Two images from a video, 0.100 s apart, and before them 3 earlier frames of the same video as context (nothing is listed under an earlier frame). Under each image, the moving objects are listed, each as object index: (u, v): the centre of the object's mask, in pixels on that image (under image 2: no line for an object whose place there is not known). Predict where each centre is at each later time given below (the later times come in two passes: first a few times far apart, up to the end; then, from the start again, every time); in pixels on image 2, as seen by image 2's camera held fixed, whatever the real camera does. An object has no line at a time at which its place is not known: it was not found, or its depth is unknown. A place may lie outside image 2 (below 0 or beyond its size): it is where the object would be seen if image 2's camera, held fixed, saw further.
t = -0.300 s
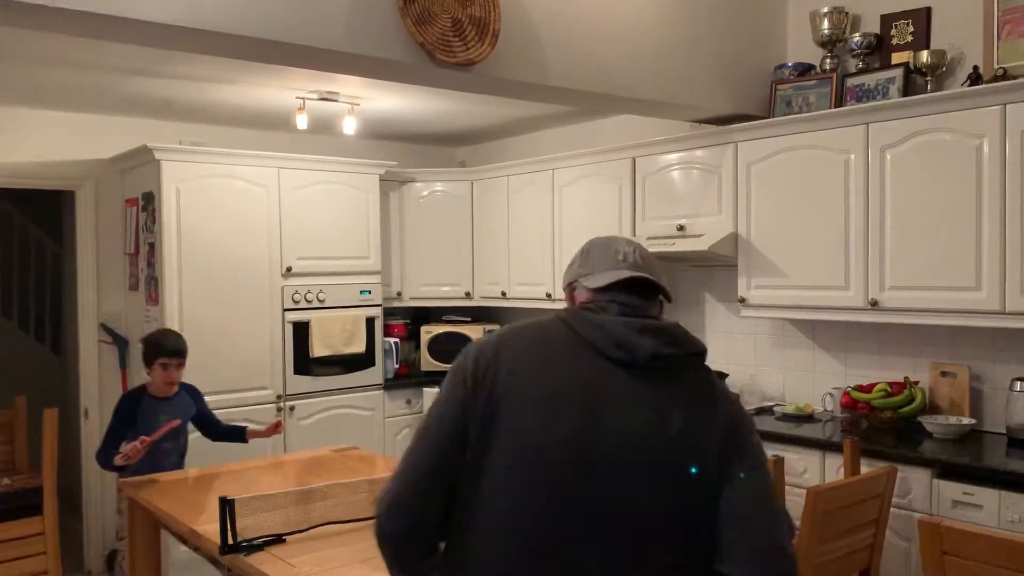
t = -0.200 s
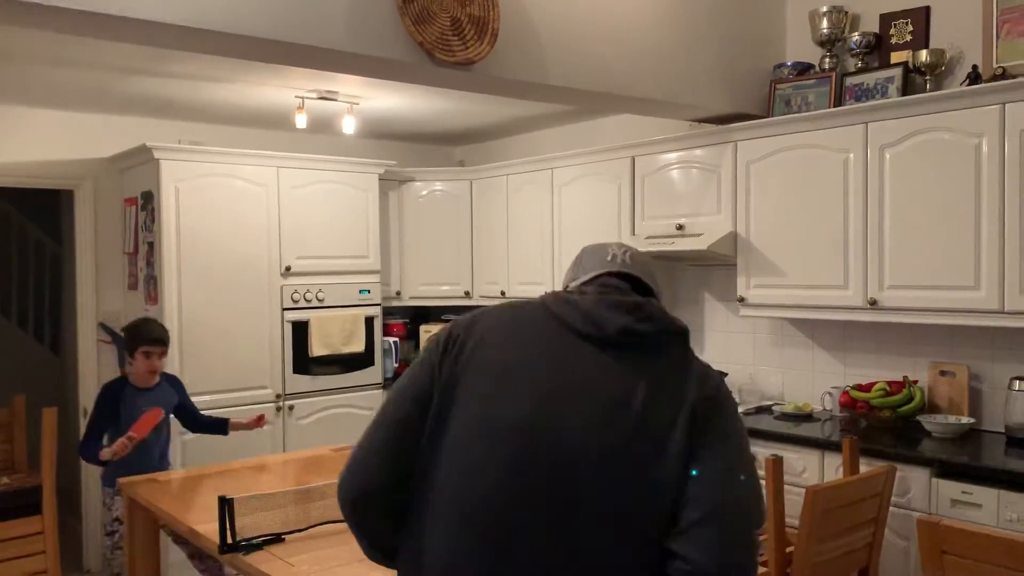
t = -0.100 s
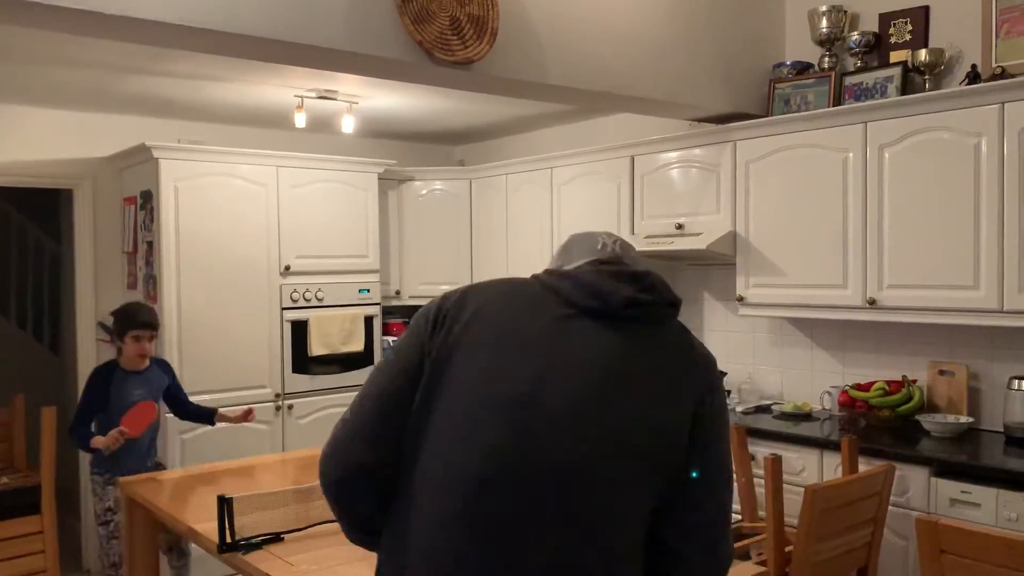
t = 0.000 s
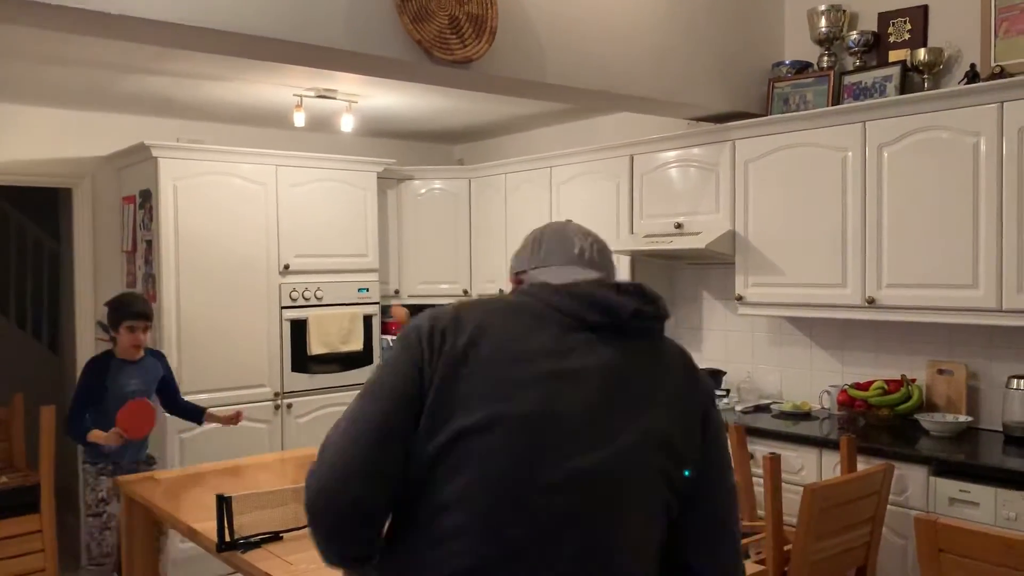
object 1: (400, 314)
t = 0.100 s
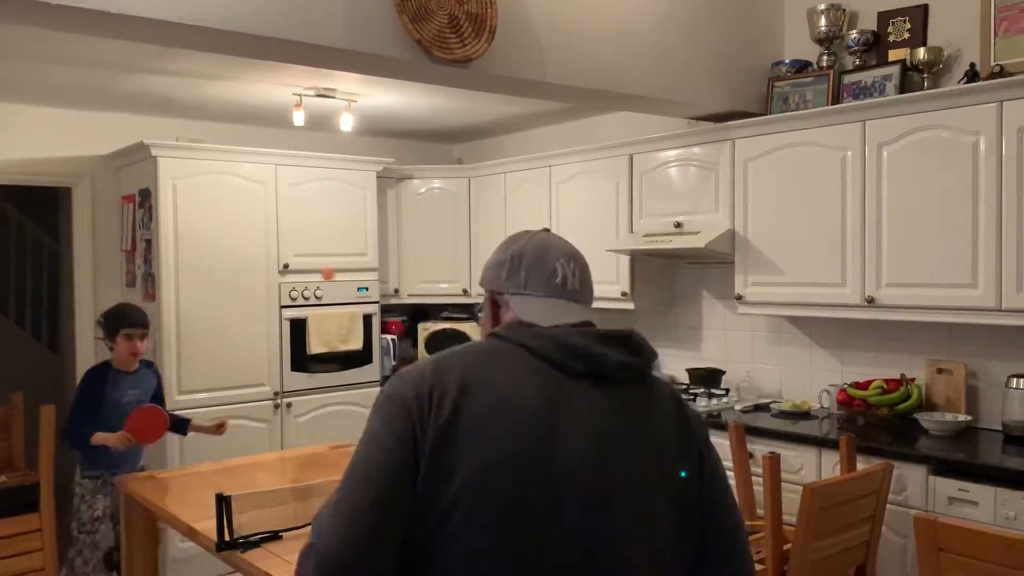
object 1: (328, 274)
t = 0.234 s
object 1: (262, 278)
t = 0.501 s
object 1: (187, 397)
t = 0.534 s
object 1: (182, 419)
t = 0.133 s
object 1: (309, 270)
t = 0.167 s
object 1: (291, 270)
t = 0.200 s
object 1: (276, 272)
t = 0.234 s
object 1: (262, 278)
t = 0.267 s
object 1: (249, 286)
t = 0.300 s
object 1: (237, 297)
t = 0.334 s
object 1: (227, 311)
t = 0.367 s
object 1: (218, 325)
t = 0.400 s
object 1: (209, 341)
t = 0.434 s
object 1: (201, 360)
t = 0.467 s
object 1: (193, 378)
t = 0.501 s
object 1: (187, 397)
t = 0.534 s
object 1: (182, 419)
